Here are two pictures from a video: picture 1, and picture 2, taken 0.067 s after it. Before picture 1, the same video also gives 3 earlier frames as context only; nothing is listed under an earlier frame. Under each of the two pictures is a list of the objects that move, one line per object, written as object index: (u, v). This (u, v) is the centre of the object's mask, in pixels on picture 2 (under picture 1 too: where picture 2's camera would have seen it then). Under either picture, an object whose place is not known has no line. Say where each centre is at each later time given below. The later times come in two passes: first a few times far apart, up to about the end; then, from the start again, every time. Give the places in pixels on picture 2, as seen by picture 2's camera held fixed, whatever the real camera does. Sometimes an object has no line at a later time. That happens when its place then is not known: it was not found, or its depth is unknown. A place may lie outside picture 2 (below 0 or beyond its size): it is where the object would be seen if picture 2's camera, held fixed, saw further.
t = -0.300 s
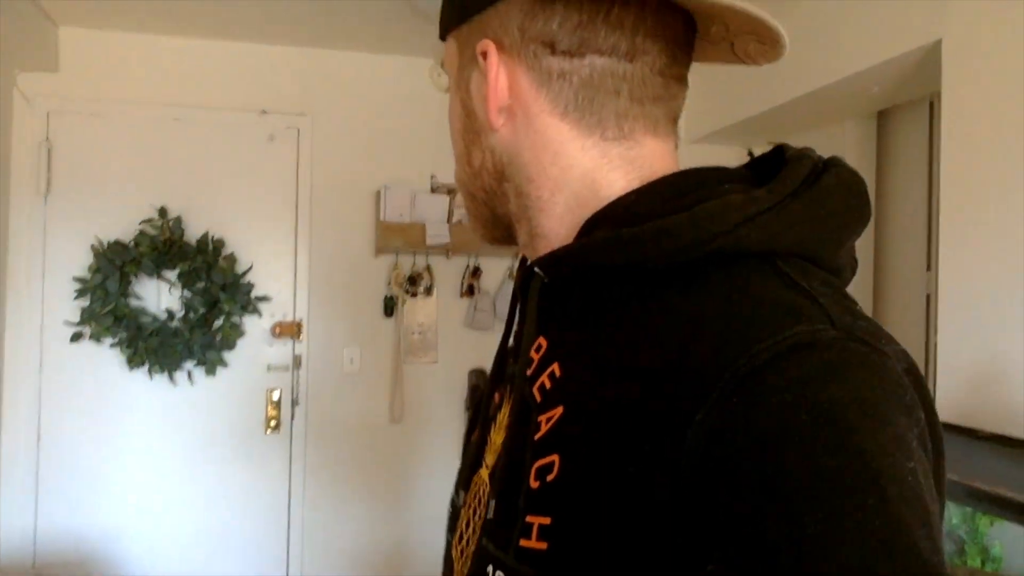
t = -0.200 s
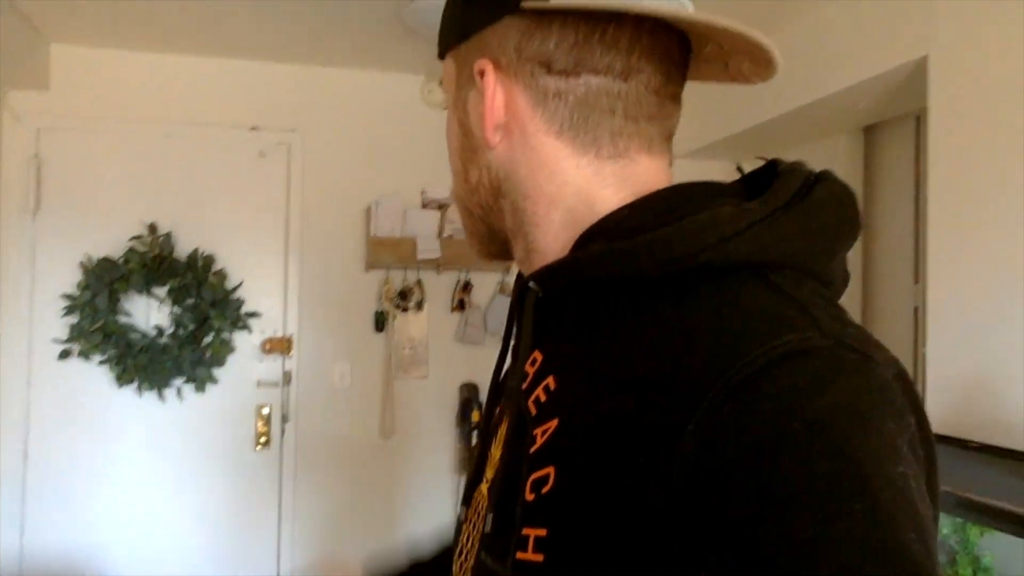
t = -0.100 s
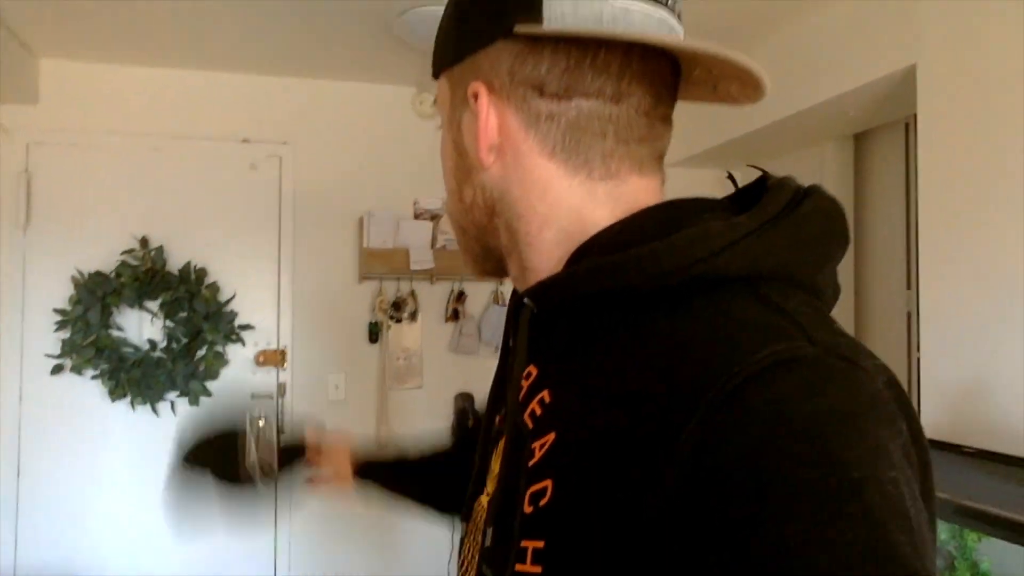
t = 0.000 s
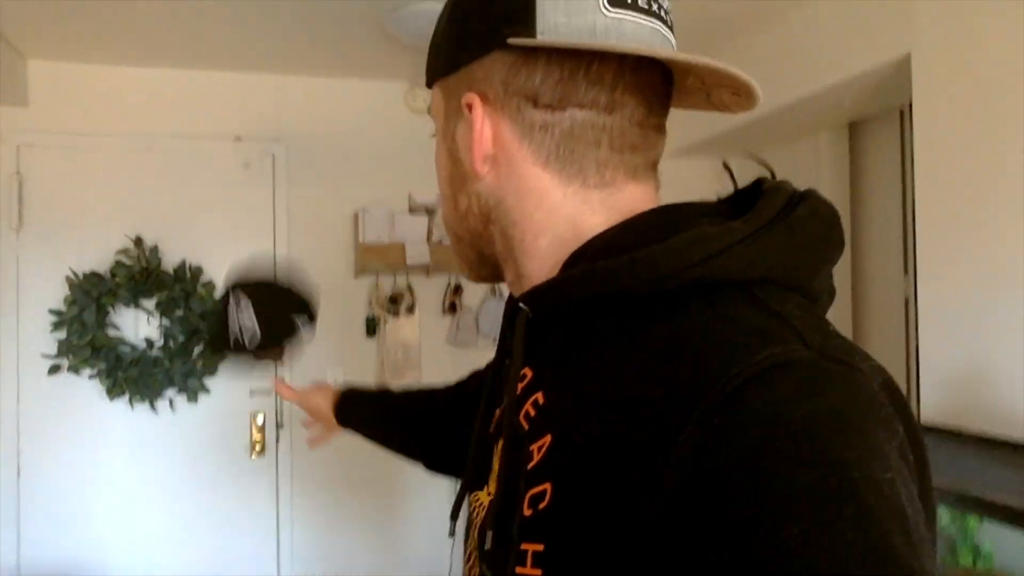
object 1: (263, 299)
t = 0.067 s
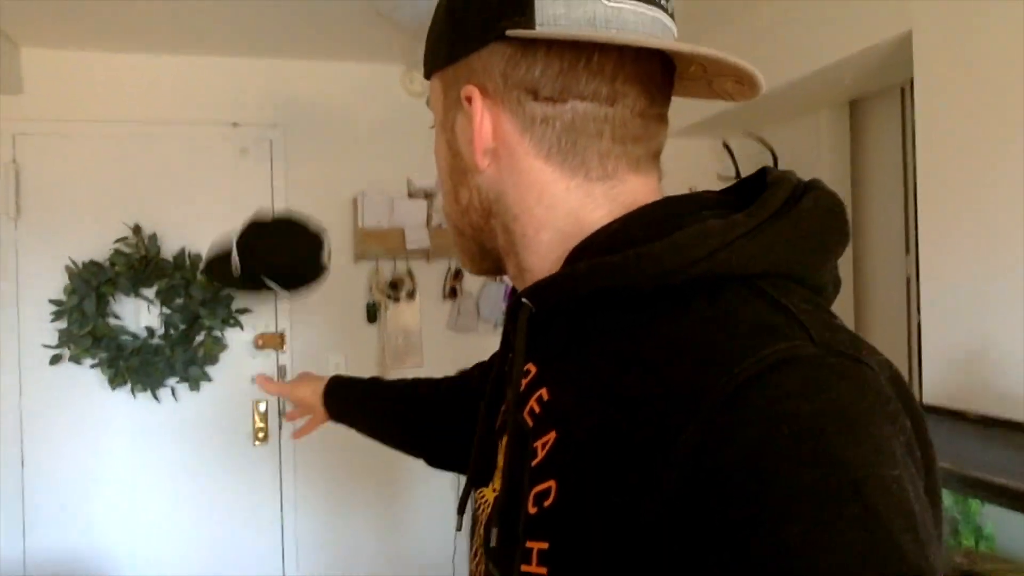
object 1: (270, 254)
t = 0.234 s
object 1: (261, 224)
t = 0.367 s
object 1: (267, 243)
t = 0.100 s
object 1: (274, 244)
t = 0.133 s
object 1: (275, 237)
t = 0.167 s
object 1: (269, 231)
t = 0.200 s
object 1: (262, 226)
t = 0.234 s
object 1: (261, 224)
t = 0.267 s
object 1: (260, 225)
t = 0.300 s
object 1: (262, 228)
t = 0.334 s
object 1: (265, 235)
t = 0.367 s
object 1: (267, 243)
